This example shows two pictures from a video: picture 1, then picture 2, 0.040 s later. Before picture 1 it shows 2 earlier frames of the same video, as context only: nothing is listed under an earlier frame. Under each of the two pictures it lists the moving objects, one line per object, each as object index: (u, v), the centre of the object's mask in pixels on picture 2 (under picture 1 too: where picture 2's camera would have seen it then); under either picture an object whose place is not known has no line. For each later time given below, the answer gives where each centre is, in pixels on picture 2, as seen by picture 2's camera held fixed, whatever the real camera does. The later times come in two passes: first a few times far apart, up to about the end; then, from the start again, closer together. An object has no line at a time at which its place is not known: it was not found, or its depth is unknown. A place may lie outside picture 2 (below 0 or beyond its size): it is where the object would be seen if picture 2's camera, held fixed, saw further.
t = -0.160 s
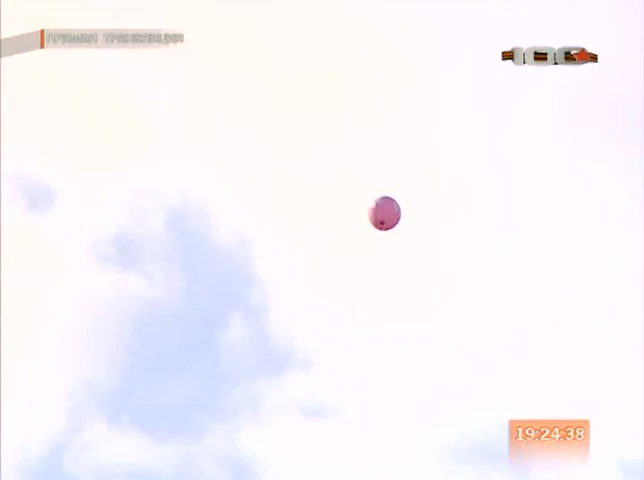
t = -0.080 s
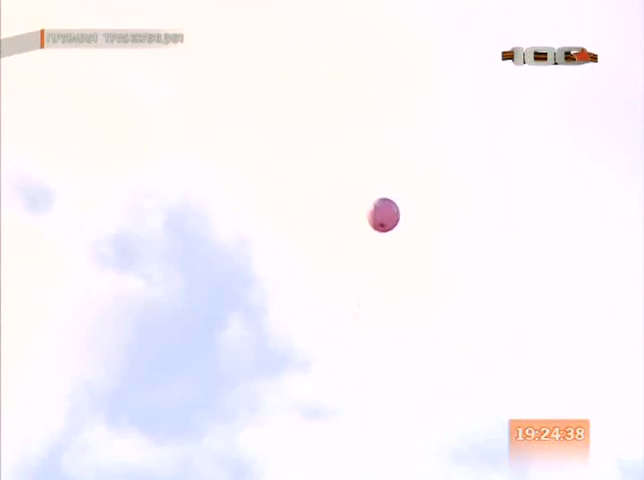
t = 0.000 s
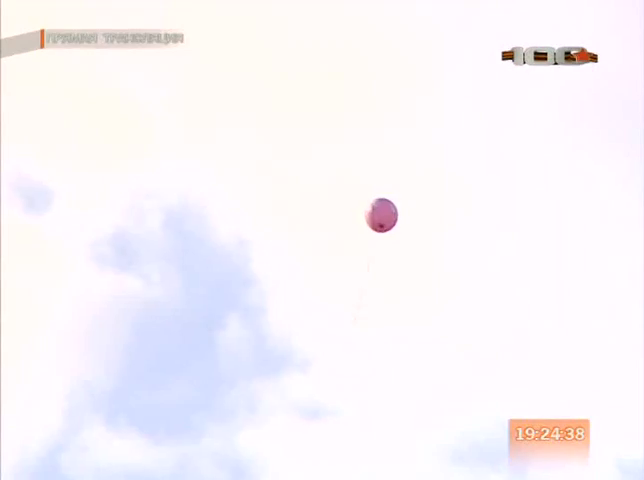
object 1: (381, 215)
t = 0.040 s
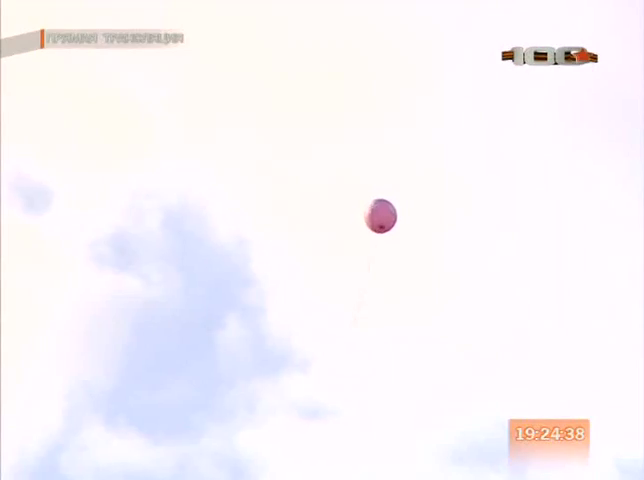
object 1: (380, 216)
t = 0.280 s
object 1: (368, 220)
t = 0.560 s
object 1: (337, 228)
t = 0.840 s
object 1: (301, 236)
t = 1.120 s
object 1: (292, 239)
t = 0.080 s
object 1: (379, 217)
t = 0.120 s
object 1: (378, 217)
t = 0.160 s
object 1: (376, 217)
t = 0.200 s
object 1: (373, 219)
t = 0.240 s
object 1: (371, 220)
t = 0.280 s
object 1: (368, 220)
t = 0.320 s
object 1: (365, 221)
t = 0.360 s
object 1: (361, 223)
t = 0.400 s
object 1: (357, 223)
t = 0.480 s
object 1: (348, 227)
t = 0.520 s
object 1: (343, 227)
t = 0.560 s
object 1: (337, 228)
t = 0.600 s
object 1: (331, 229)
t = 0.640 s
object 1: (326, 230)
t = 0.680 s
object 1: (320, 230)
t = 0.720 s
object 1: (315, 232)
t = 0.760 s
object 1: (310, 234)
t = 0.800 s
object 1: (305, 235)
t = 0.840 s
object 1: (301, 236)
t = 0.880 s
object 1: (298, 237)
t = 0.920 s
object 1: (294, 238)
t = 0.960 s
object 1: (291, 239)
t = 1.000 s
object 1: (288, 239)
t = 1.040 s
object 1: (287, 239)
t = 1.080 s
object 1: (289, 239)
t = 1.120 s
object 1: (292, 239)
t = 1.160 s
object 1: (294, 238)
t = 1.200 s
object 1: (295, 238)
